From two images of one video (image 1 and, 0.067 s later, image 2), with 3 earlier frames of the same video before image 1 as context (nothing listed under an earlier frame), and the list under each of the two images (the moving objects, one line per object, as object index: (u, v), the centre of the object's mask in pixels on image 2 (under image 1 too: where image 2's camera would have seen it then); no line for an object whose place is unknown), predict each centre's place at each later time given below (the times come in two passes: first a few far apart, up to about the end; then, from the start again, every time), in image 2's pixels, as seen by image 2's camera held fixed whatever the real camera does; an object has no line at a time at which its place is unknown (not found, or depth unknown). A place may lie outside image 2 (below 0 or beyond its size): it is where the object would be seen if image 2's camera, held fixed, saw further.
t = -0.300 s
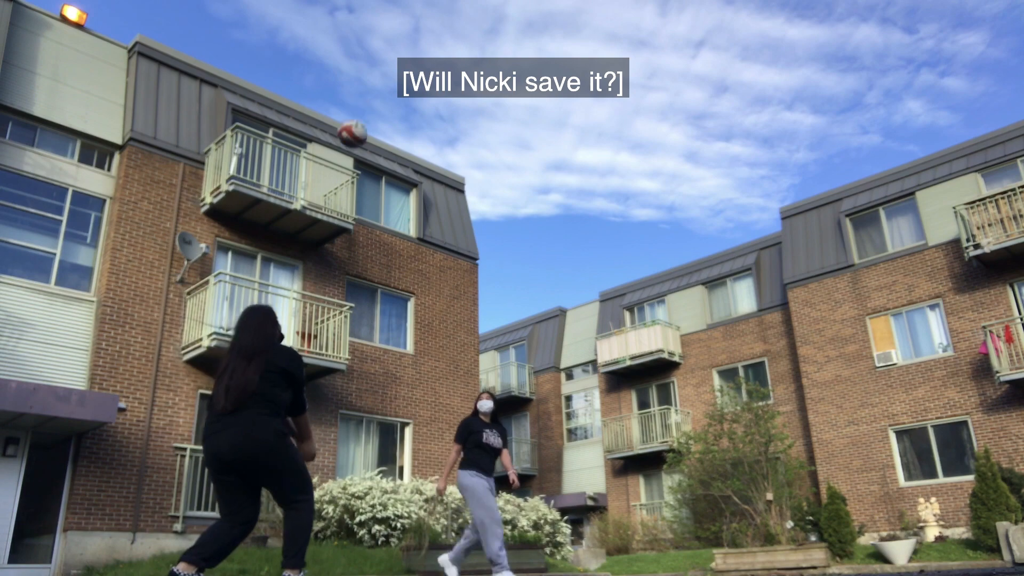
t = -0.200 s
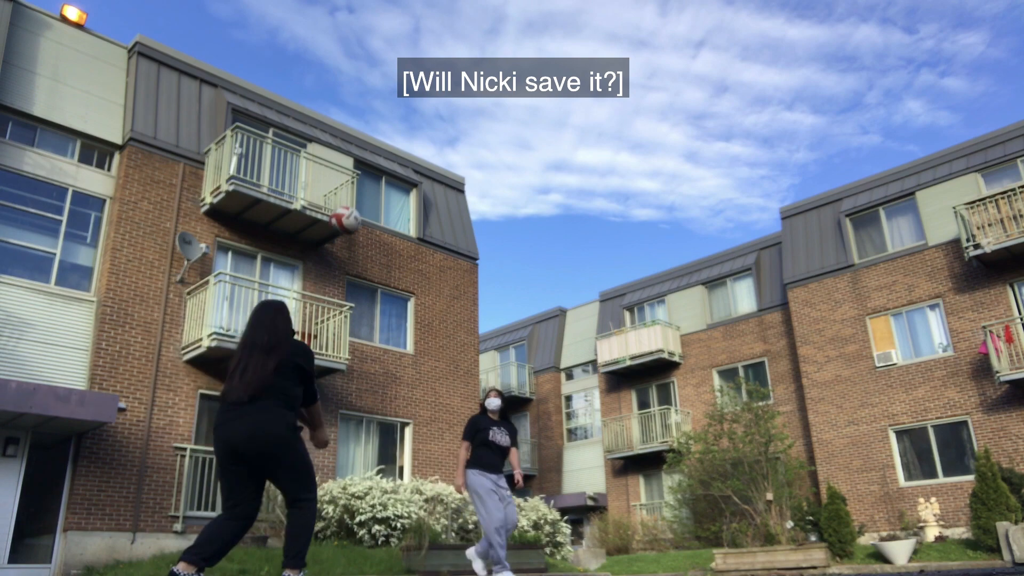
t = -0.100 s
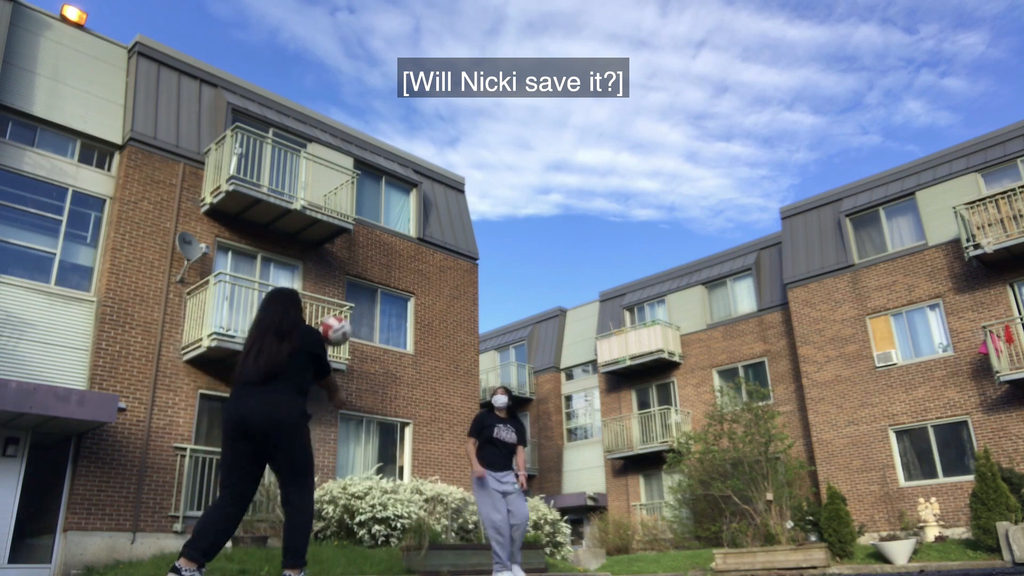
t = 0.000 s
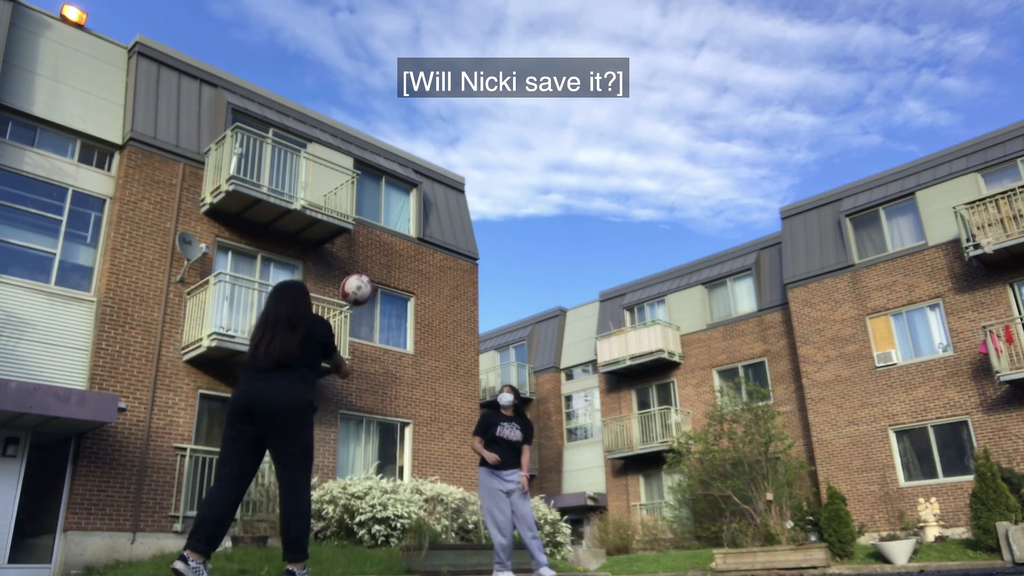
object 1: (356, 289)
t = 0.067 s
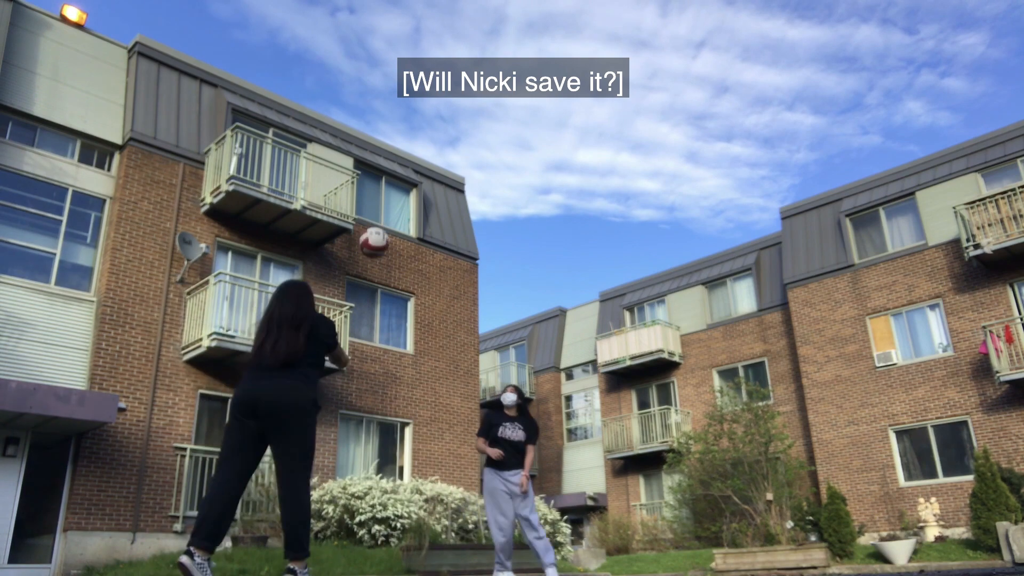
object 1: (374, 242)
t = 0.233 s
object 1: (407, 166)
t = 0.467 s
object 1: (440, 129)
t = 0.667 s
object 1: (460, 142)
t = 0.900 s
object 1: (480, 196)
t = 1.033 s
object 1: (490, 245)
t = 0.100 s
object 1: (382, 223)
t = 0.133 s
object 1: (389, 206)
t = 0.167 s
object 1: (396, 191)
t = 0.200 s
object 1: (402, 178)
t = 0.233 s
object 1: (407, 166)
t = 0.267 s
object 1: (413, 157)
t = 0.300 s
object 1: (418, 149)
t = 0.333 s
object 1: (423, 142)
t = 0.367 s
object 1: (428, 137)
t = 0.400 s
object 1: (432, 133)
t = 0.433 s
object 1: (436, 130)
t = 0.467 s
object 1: (440, 129)
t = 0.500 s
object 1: (444, 129)
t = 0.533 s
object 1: (447, 130)
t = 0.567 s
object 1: (451, 131)
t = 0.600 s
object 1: (454, 134)
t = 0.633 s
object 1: (457, 137)
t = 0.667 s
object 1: (460, 142)
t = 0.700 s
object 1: (464, 146)
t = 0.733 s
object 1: (467, 153)
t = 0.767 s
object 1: (470, 160)
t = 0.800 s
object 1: (472, 167)
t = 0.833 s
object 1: (475, 176)
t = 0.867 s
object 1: (478, 186)
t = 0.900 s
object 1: (480, 196)
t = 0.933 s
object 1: (482, 207)
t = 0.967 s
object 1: (485, 219)
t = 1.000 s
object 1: (487, 231)
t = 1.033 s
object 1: (490, 245)
